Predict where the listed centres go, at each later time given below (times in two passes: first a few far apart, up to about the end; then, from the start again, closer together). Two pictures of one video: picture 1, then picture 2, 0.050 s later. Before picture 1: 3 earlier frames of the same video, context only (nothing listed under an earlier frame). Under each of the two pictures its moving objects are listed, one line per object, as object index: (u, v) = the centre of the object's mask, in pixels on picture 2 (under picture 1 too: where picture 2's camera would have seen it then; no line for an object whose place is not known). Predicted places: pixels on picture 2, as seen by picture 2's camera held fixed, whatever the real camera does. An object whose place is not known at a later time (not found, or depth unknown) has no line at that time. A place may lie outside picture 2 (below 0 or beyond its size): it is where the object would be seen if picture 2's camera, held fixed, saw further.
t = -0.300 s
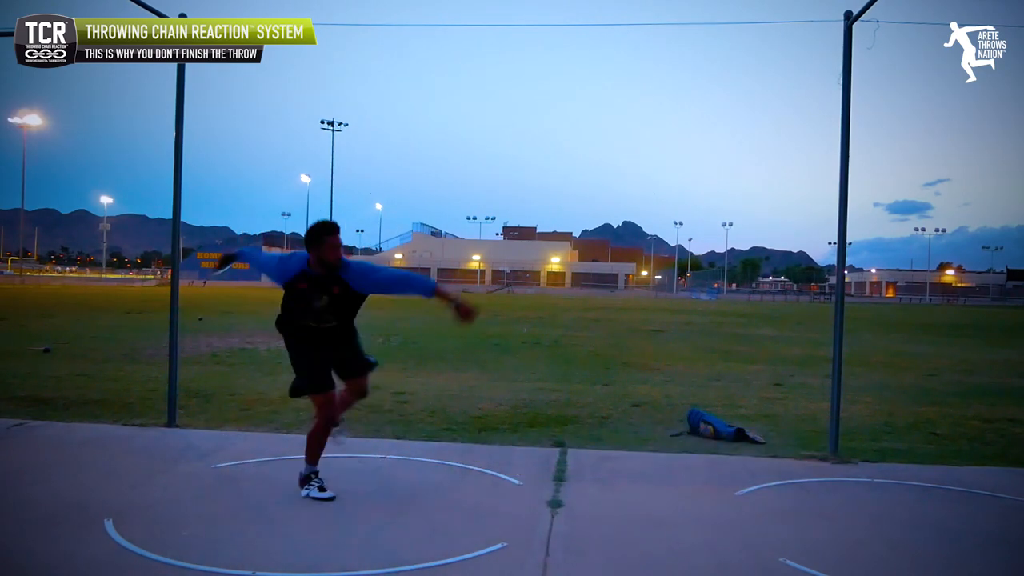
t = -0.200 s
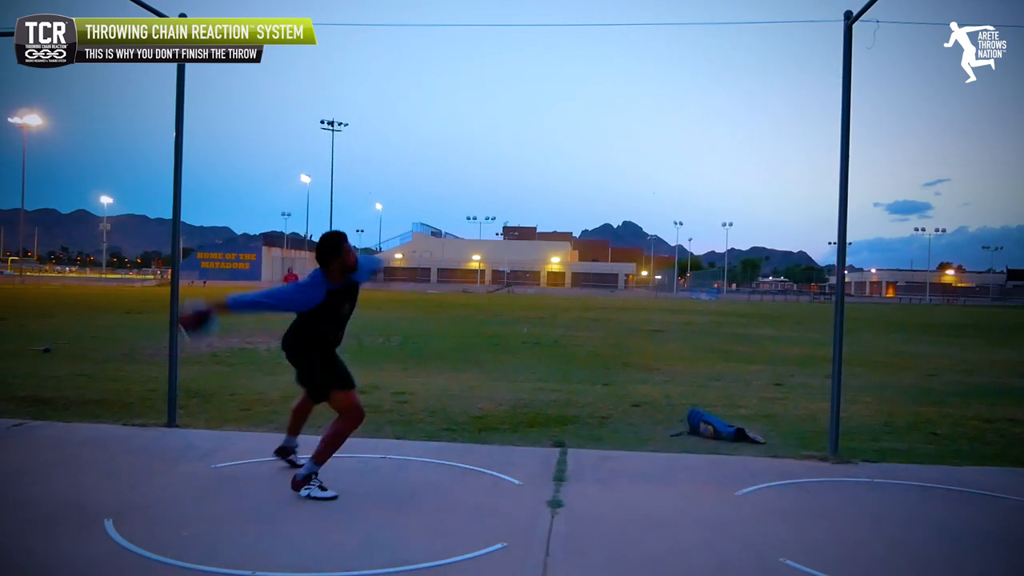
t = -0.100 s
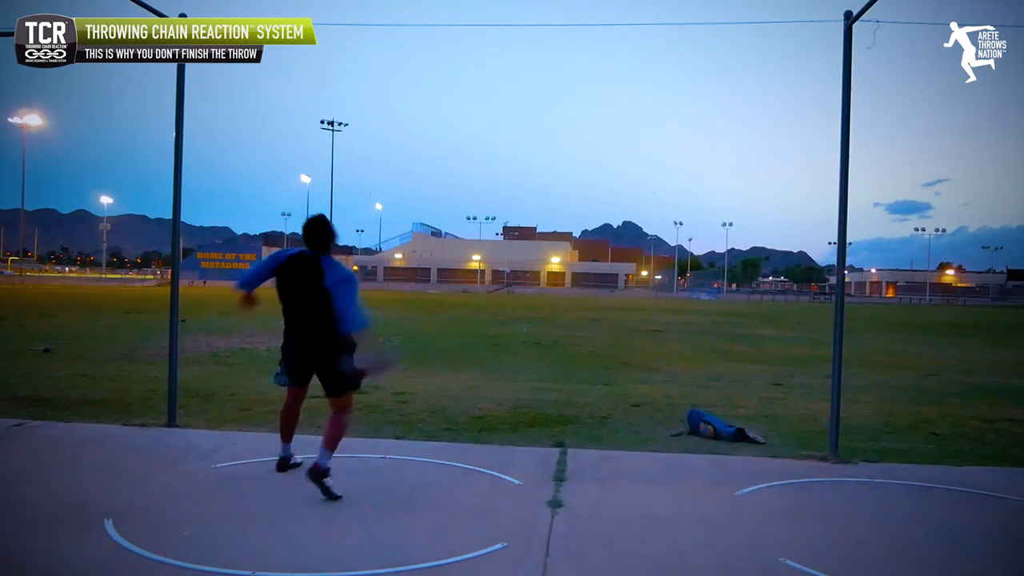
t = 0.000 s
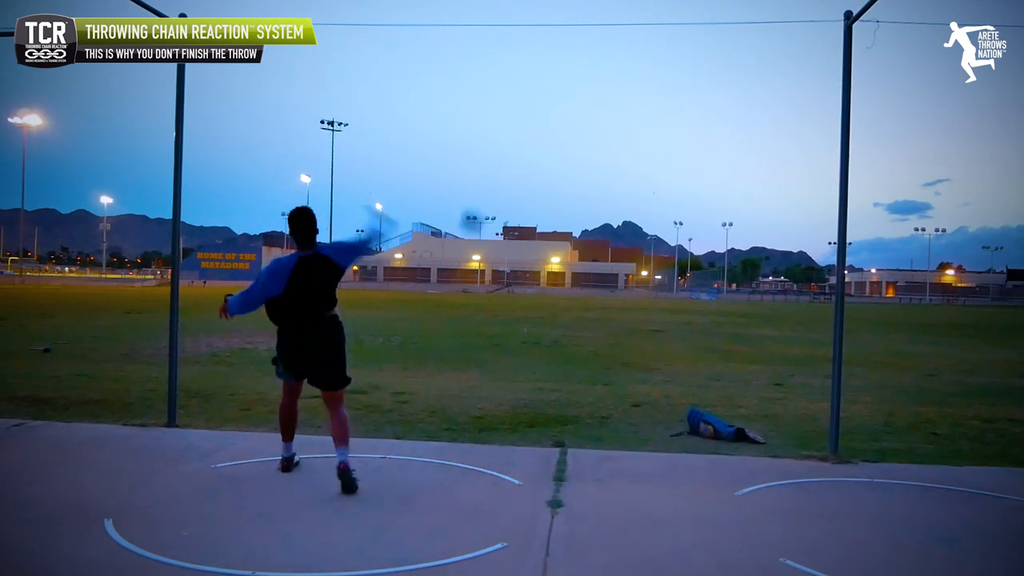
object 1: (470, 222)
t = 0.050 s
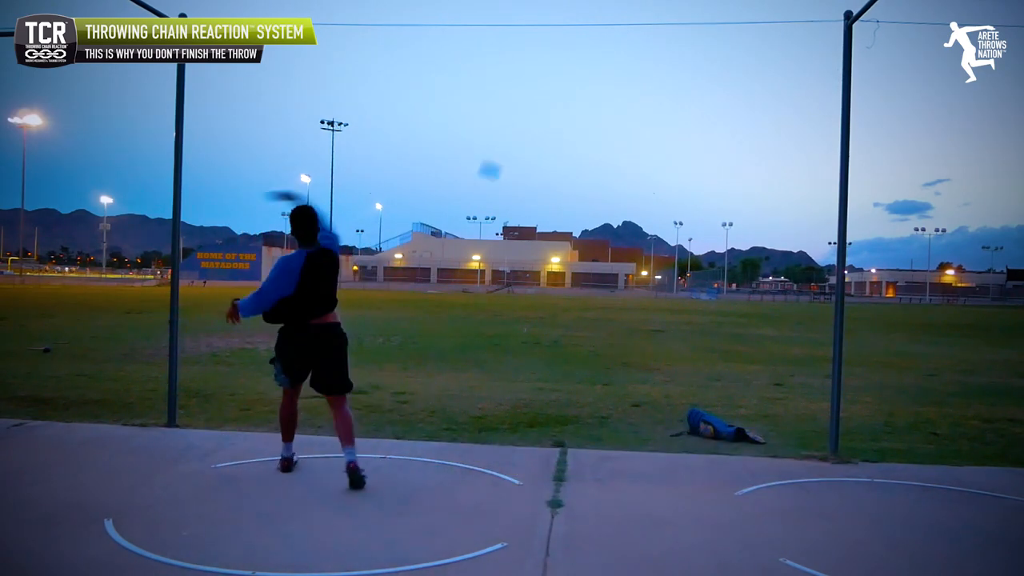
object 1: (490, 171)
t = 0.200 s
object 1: (525, 81)
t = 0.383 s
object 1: (548, 37)
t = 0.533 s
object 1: (560, 27)
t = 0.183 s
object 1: (522, 87)
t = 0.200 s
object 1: (525, 81)
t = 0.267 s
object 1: (535, 59)
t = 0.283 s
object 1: (537, 55)
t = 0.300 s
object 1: (539, 51)
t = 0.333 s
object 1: (543, 45)
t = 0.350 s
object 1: (545, 42)
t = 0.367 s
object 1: (546, 40)
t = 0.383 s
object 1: (548, 37)
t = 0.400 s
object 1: (550, 35)
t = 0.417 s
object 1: (551, 34)
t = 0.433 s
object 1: (552, 32)
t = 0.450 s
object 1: (554, 31)
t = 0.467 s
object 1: (555, 30)
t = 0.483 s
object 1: (557, 29)
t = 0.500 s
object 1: (557, 28)
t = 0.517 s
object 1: (558, 27)
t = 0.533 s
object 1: (560, 27)
